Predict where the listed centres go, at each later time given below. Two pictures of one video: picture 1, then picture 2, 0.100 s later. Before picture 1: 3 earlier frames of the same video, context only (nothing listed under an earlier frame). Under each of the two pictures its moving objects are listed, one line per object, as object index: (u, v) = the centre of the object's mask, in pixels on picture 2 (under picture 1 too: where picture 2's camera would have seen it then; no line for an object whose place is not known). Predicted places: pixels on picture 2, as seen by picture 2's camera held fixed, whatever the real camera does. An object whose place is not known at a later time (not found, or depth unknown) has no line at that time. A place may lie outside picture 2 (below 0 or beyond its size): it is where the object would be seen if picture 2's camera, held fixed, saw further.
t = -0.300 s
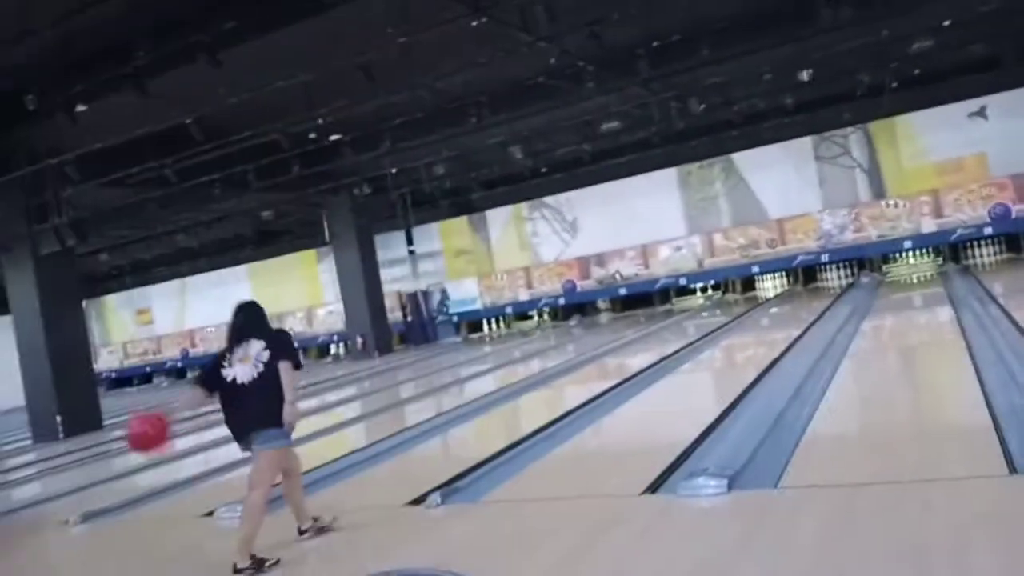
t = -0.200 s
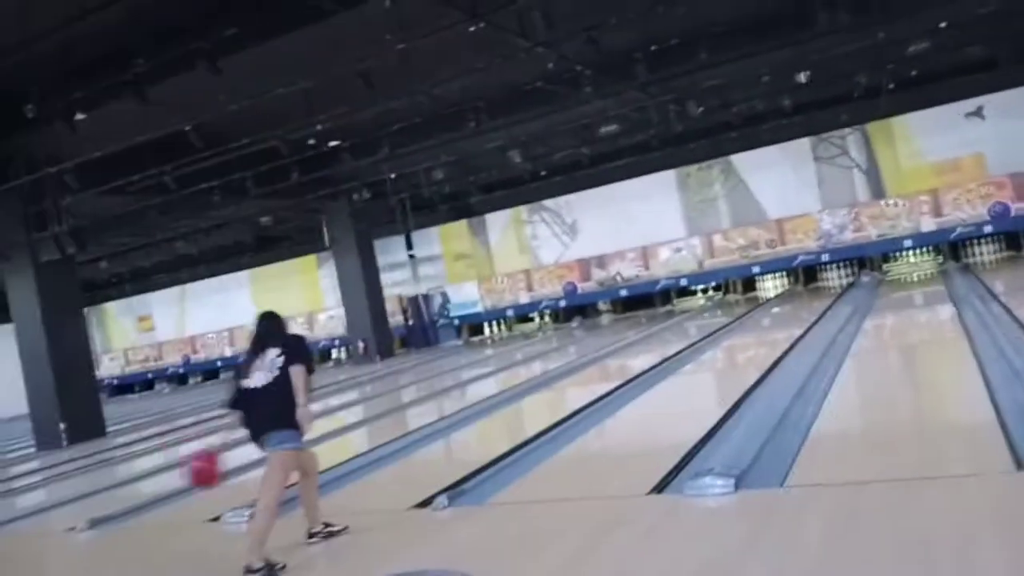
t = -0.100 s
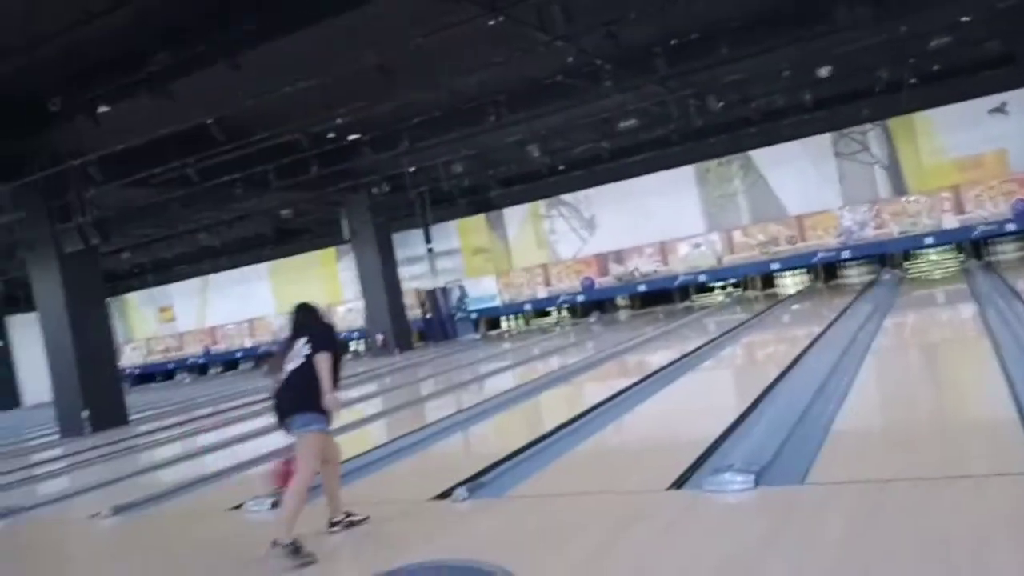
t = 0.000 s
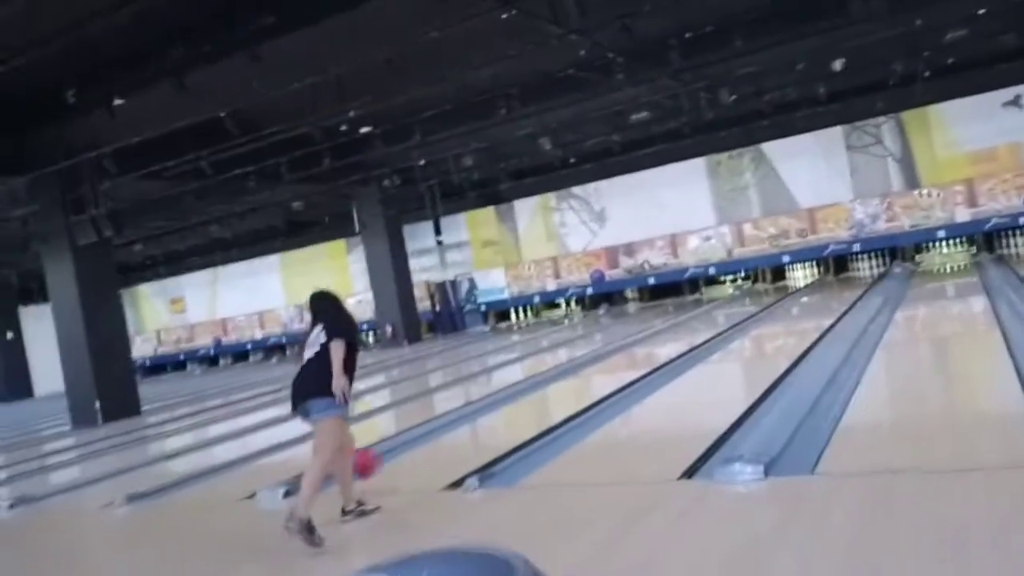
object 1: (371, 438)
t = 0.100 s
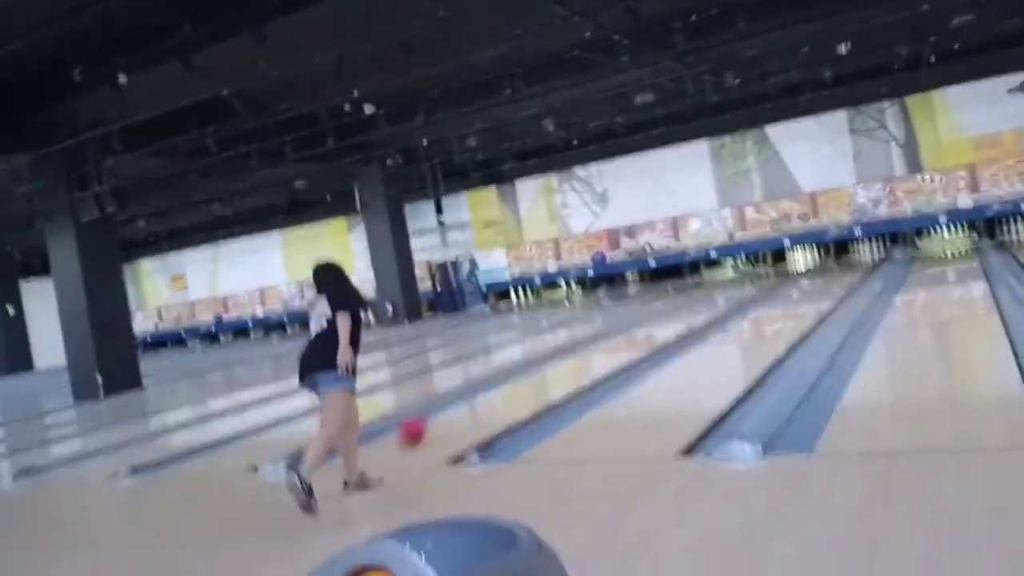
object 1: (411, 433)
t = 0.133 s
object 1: (422, 427)
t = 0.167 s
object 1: (434, 426)
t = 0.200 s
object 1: (445, 421)
